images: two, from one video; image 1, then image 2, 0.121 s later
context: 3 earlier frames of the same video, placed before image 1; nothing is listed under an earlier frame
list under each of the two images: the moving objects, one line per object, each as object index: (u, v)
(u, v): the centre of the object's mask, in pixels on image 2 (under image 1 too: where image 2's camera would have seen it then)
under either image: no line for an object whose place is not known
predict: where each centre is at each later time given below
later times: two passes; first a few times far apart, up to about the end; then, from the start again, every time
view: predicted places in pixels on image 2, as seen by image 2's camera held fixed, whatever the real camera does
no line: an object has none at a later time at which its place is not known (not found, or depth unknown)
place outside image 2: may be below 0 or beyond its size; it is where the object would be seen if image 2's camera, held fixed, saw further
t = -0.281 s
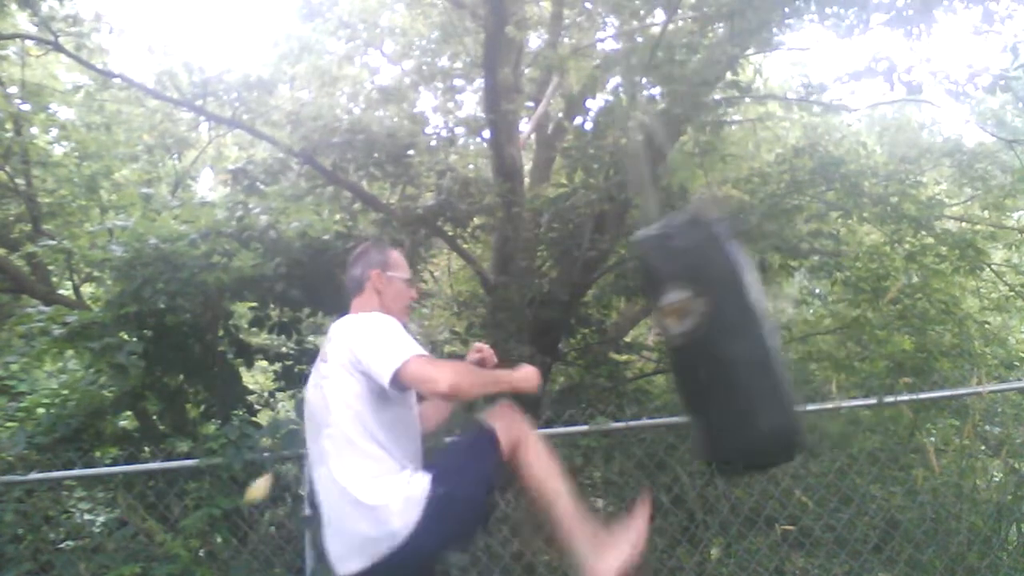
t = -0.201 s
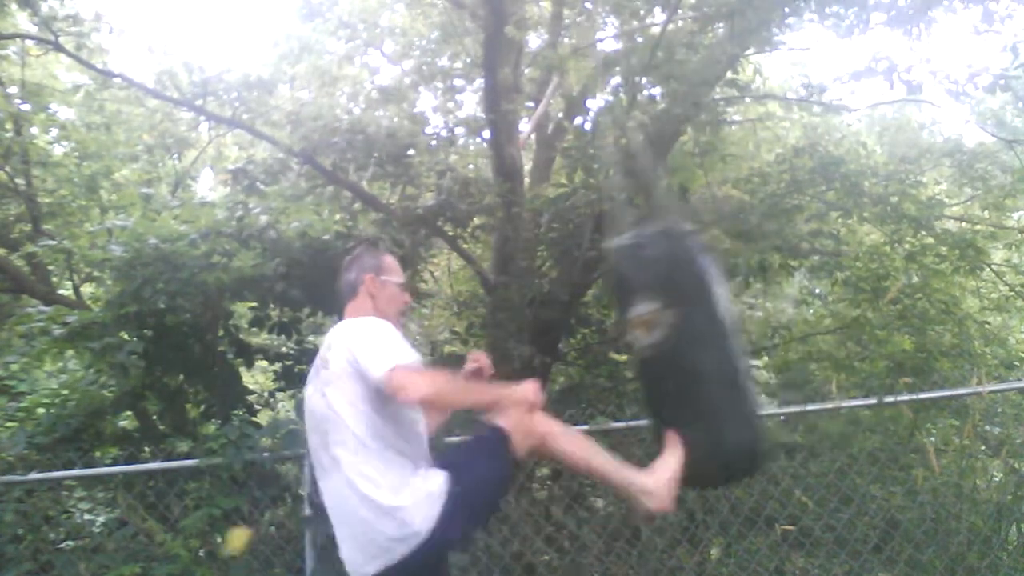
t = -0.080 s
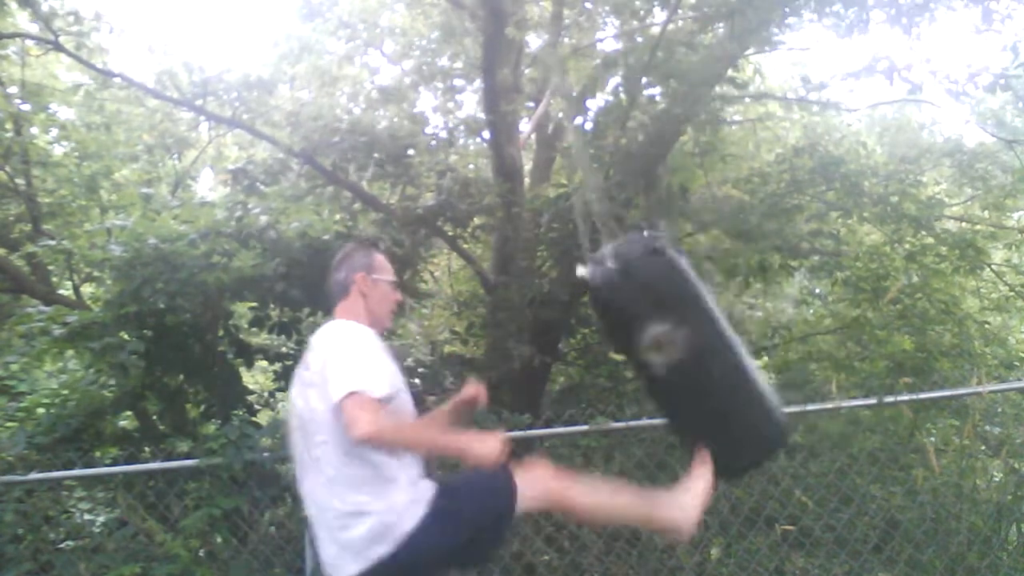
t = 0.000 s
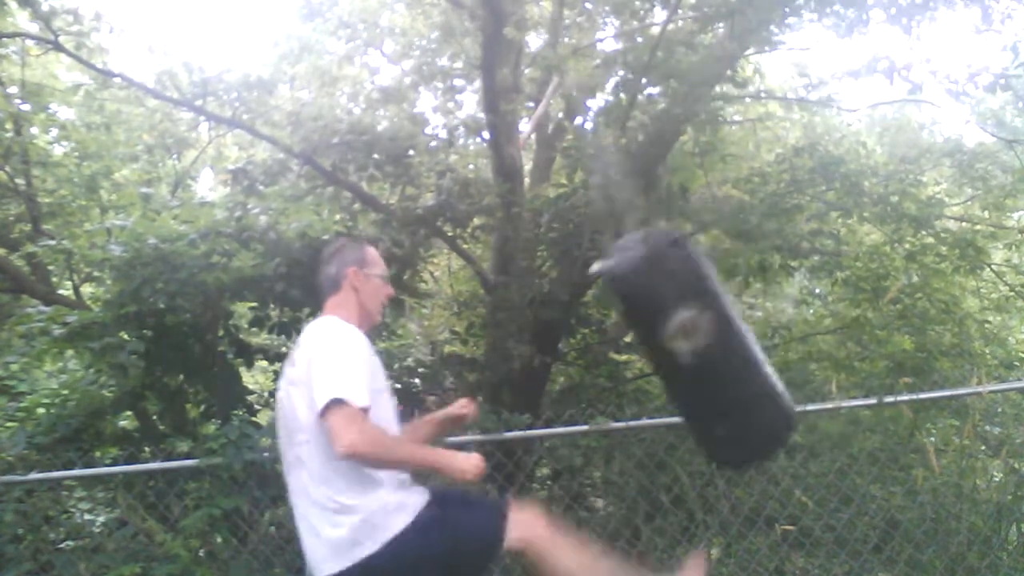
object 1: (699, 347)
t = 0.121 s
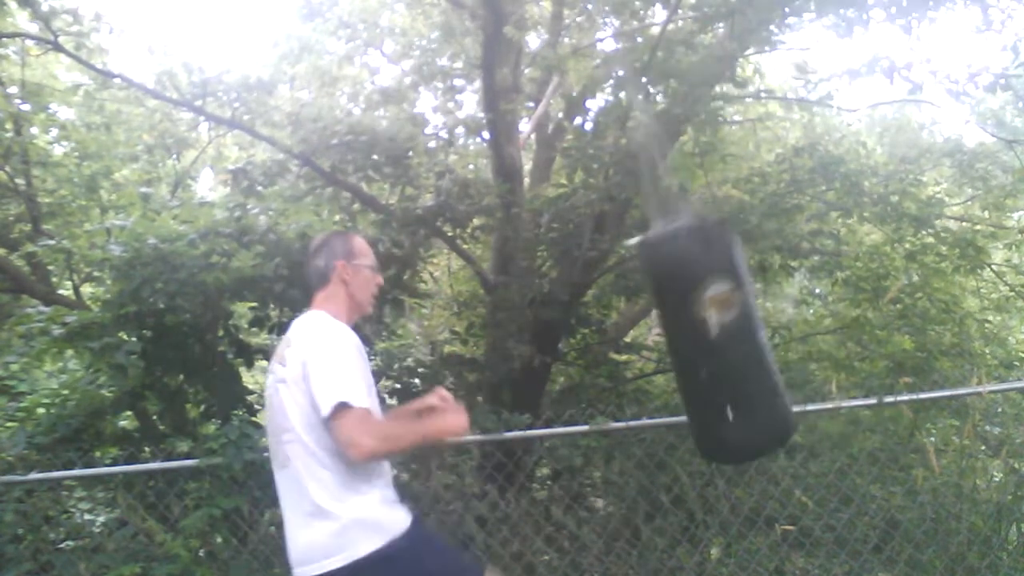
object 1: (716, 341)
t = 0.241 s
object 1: (713, 332)
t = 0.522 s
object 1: (671, 343)
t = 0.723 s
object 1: (625, 359)
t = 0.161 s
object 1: (717, 337)
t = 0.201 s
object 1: (715, 334)
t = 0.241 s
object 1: (713, 332)
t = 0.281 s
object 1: (710, 333)
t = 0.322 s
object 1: (704, 333)
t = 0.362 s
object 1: (699, 334)
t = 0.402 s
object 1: (692, 336)
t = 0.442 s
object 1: (684, 338)
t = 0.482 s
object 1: (678, 341)
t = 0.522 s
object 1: (671, 343)
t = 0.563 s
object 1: (664, 346)
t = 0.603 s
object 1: (656, 349)
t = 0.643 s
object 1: (647, 352)
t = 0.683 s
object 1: (637, 356)
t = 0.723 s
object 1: (625, 359)
